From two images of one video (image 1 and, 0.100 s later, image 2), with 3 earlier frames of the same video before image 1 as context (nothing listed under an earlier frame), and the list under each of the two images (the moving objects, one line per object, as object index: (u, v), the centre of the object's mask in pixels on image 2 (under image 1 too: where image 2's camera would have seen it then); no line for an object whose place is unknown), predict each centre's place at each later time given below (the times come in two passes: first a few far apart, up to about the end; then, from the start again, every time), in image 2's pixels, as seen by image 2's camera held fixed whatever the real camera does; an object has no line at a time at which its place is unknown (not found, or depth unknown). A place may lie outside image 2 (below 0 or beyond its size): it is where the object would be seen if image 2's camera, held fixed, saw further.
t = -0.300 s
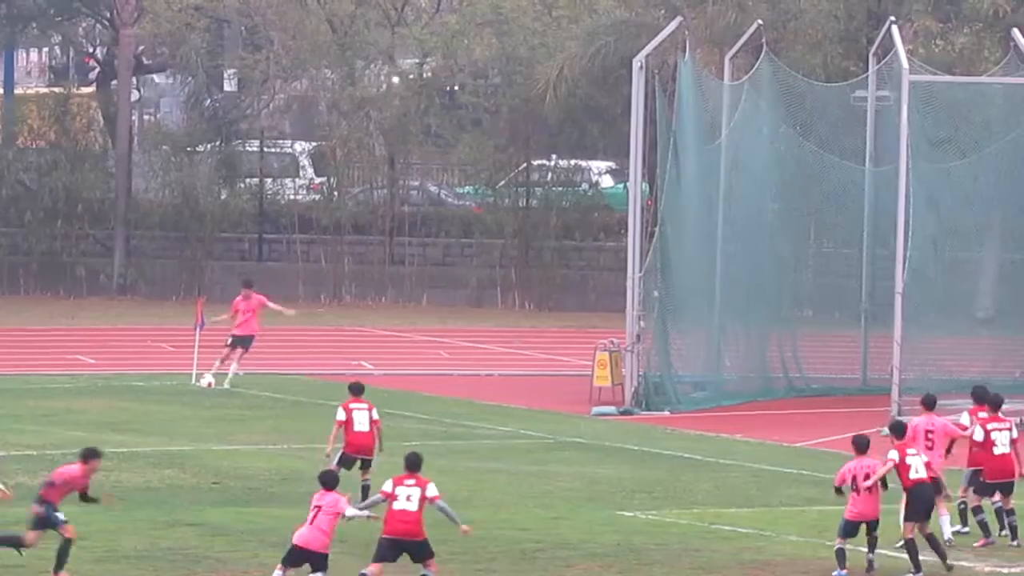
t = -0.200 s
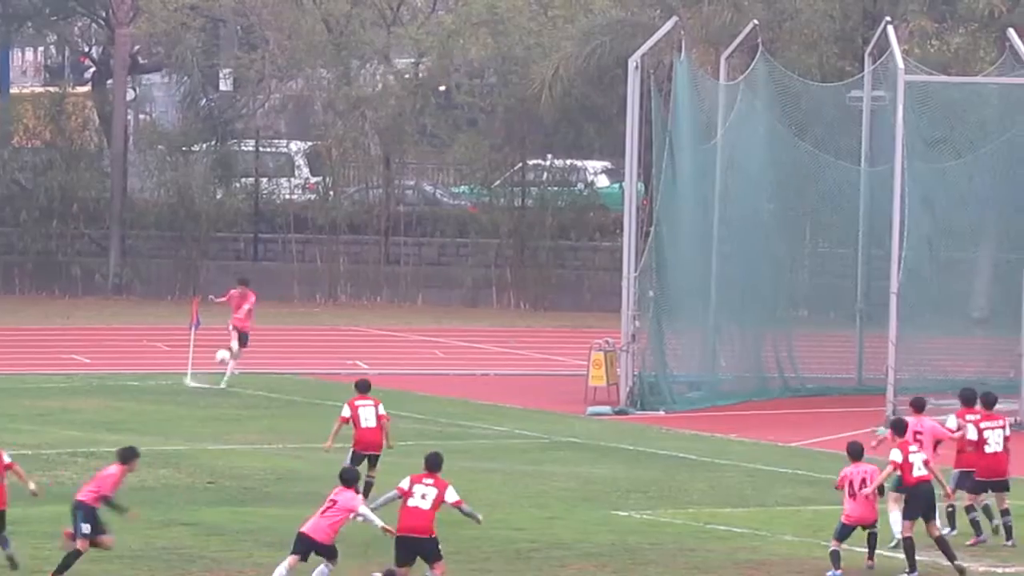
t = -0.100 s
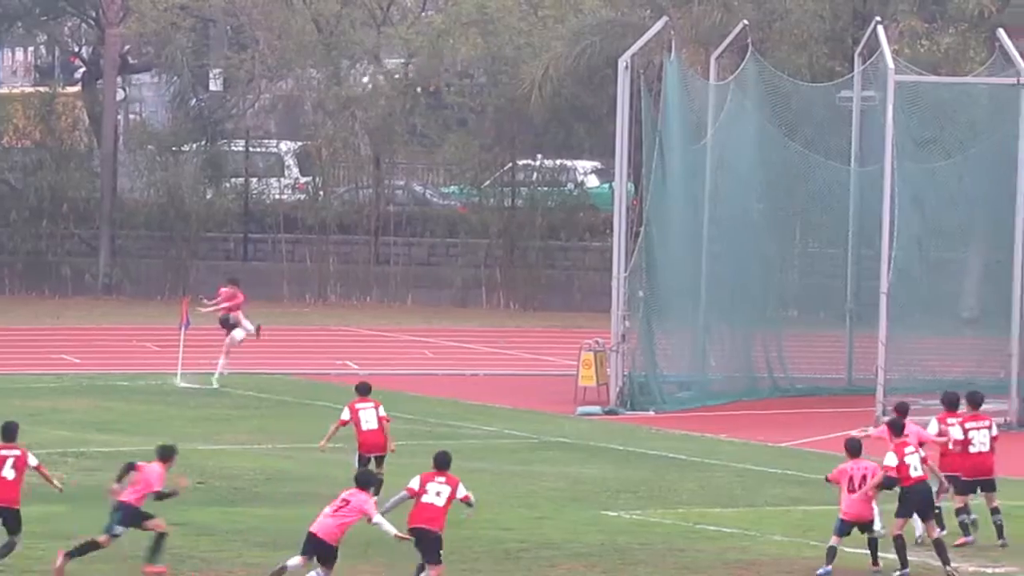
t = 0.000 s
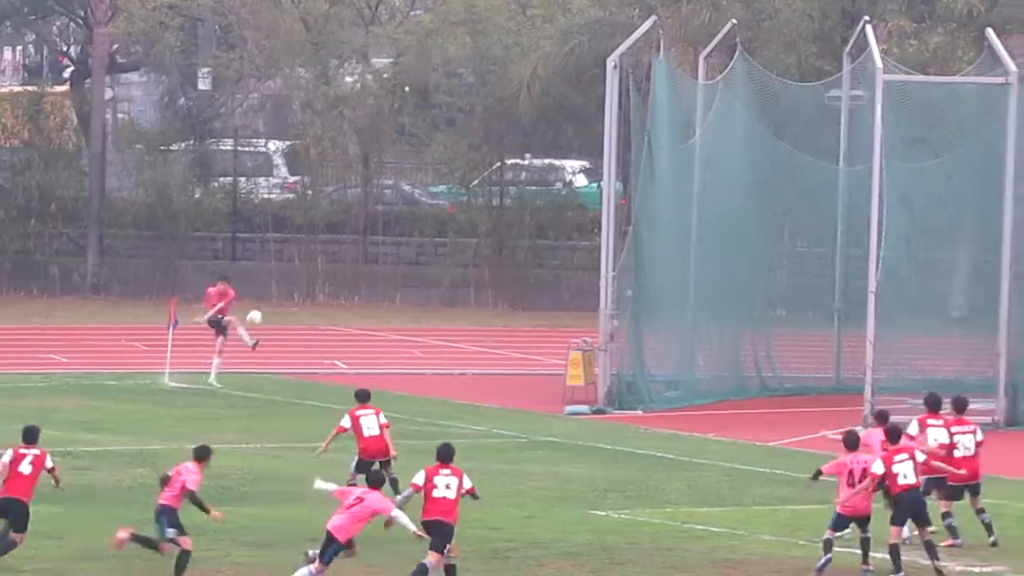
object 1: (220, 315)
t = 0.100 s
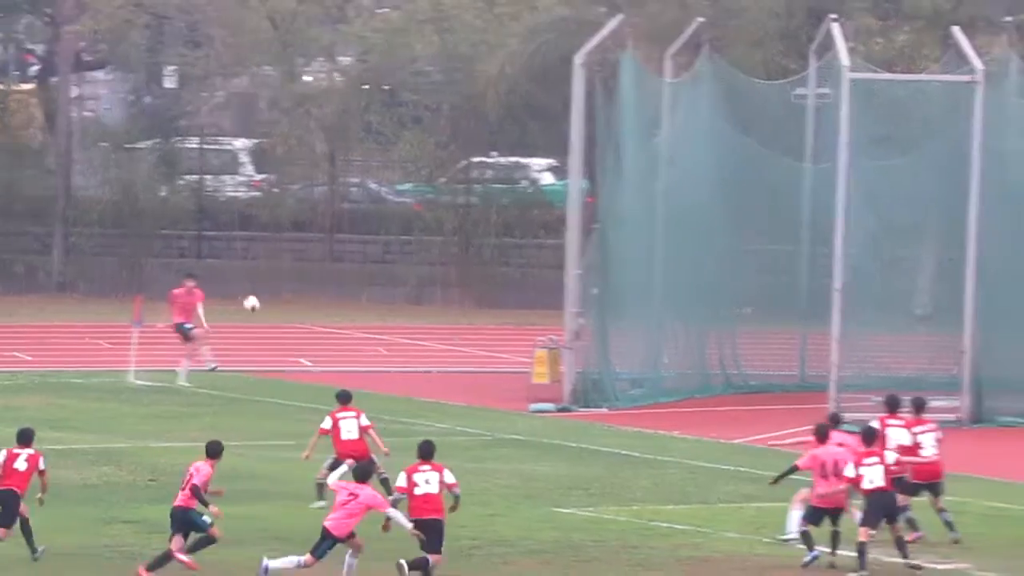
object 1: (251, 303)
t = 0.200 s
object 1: (287, 296)
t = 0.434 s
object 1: (377, 298)
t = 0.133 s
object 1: (262, 300)
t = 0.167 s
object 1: (274, 298)
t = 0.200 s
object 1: (287, 296)
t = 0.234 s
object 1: (299, 294)
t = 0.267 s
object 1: (311, 294)
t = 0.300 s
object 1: (324, 293)
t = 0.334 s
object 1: (338, 294)
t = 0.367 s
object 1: (351, 295)
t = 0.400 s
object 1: (363, 296)
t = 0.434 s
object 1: (377, 298)
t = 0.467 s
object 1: (391, 302)
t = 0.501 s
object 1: (406, 305)
